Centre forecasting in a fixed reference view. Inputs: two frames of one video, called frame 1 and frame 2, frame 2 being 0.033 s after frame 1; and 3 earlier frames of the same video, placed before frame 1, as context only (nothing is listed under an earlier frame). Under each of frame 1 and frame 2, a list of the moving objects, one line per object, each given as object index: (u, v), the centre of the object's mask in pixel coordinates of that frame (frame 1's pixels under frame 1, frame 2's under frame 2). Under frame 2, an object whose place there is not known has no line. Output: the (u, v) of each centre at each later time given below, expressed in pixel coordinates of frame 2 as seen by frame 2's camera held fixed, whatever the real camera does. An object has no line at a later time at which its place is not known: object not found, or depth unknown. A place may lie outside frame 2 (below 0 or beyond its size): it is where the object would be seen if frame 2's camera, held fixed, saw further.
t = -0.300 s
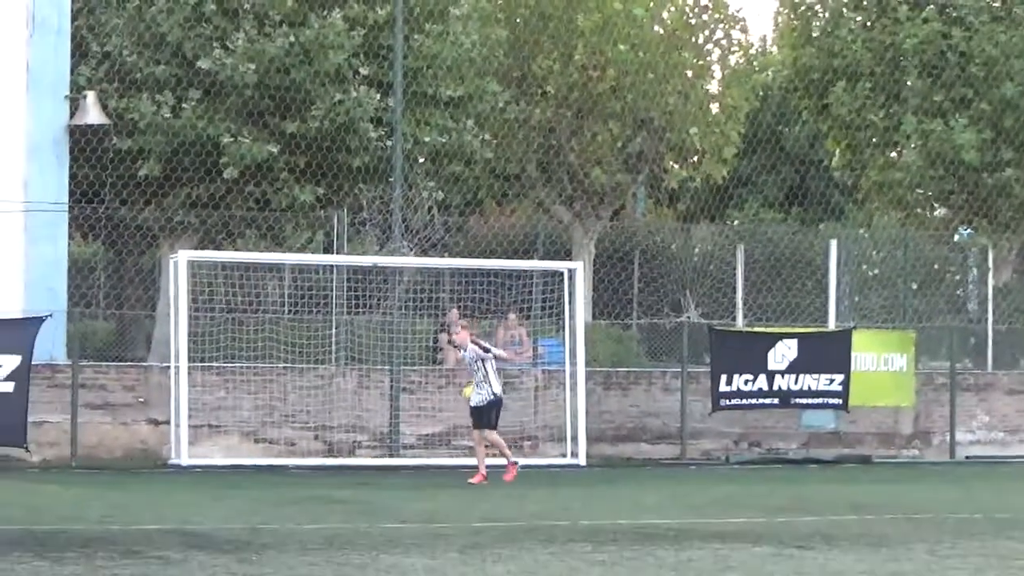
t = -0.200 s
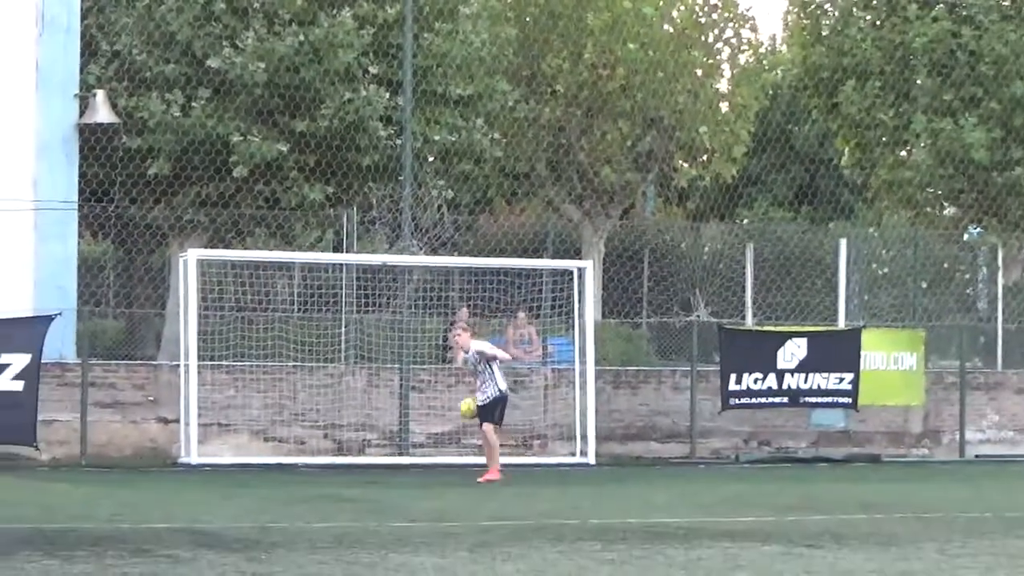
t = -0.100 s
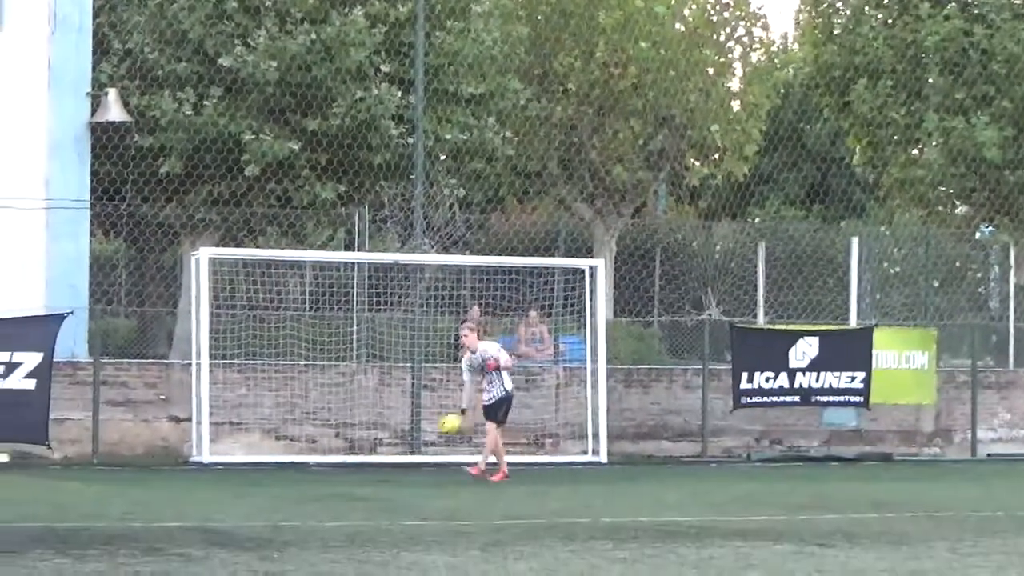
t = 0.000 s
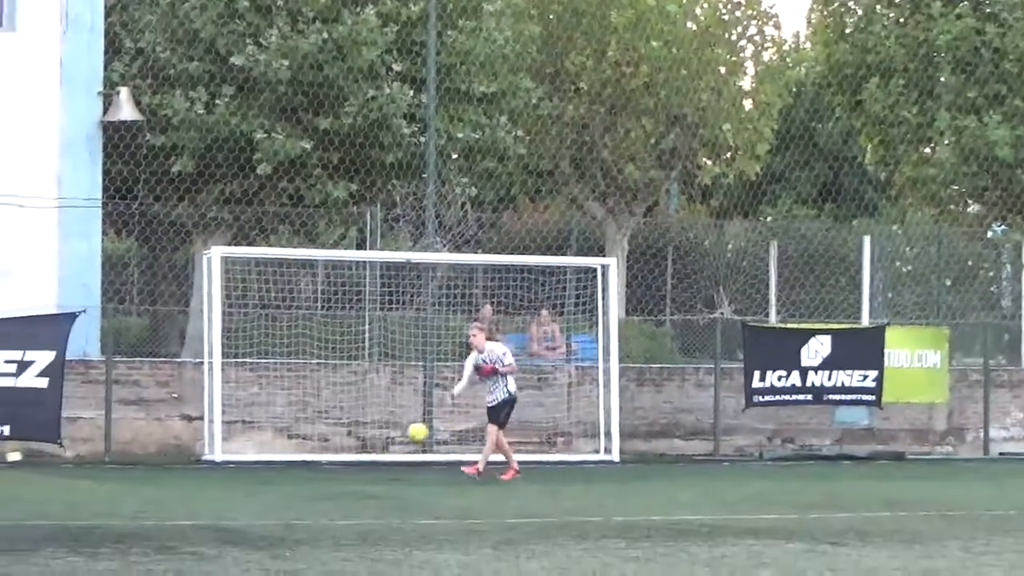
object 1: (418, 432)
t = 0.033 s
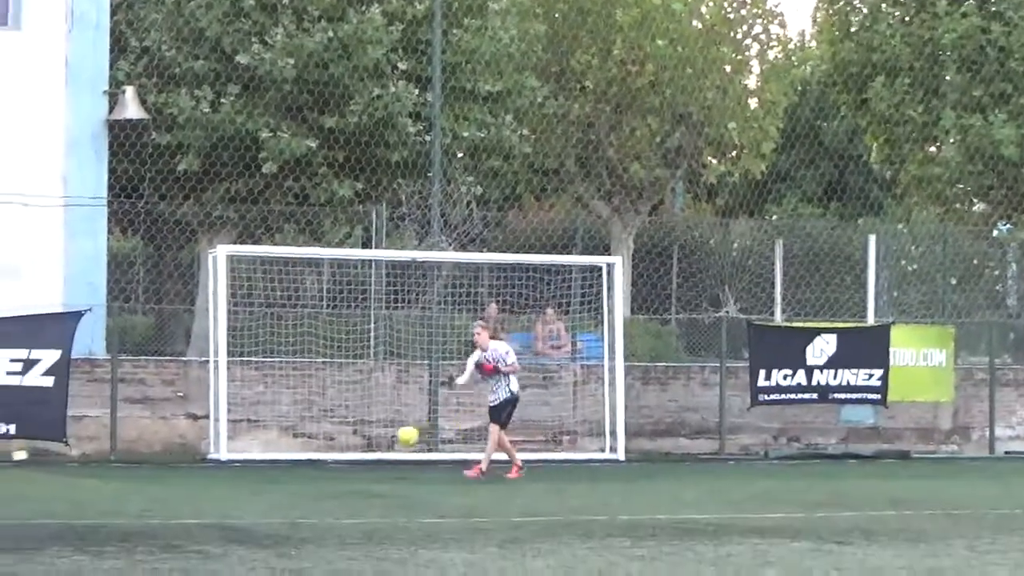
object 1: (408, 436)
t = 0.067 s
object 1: (391, 442)
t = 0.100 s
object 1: (375, 448)
